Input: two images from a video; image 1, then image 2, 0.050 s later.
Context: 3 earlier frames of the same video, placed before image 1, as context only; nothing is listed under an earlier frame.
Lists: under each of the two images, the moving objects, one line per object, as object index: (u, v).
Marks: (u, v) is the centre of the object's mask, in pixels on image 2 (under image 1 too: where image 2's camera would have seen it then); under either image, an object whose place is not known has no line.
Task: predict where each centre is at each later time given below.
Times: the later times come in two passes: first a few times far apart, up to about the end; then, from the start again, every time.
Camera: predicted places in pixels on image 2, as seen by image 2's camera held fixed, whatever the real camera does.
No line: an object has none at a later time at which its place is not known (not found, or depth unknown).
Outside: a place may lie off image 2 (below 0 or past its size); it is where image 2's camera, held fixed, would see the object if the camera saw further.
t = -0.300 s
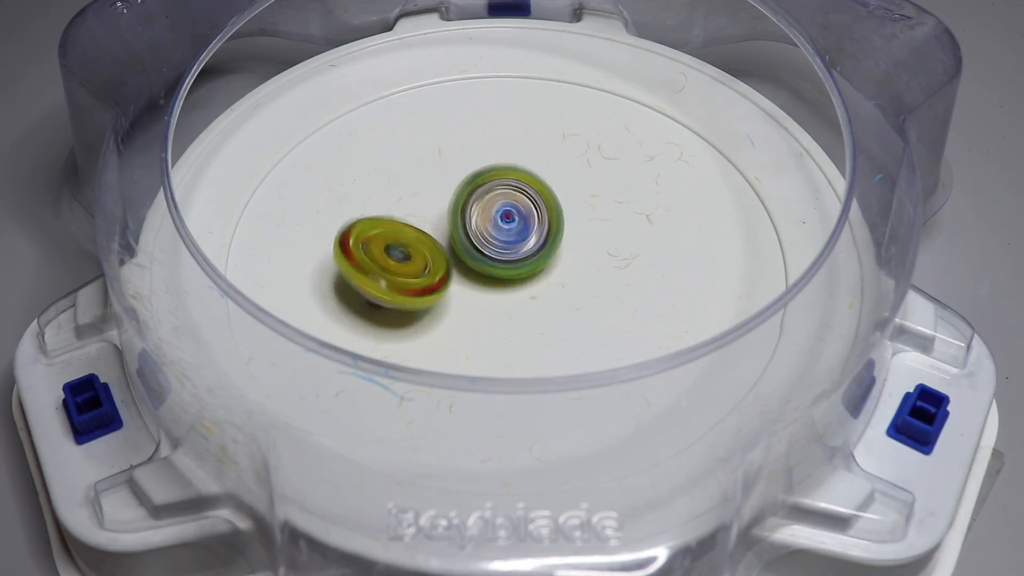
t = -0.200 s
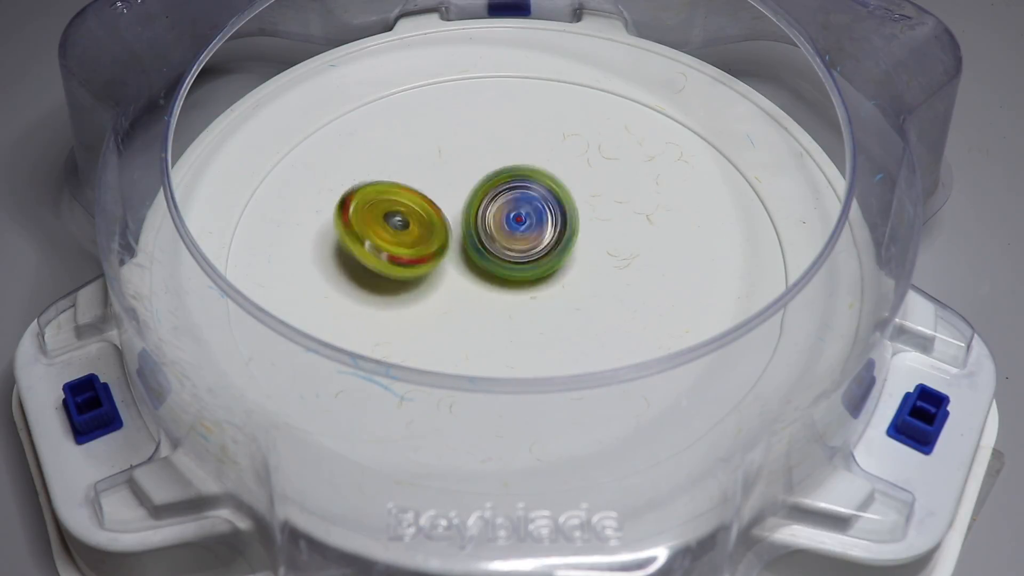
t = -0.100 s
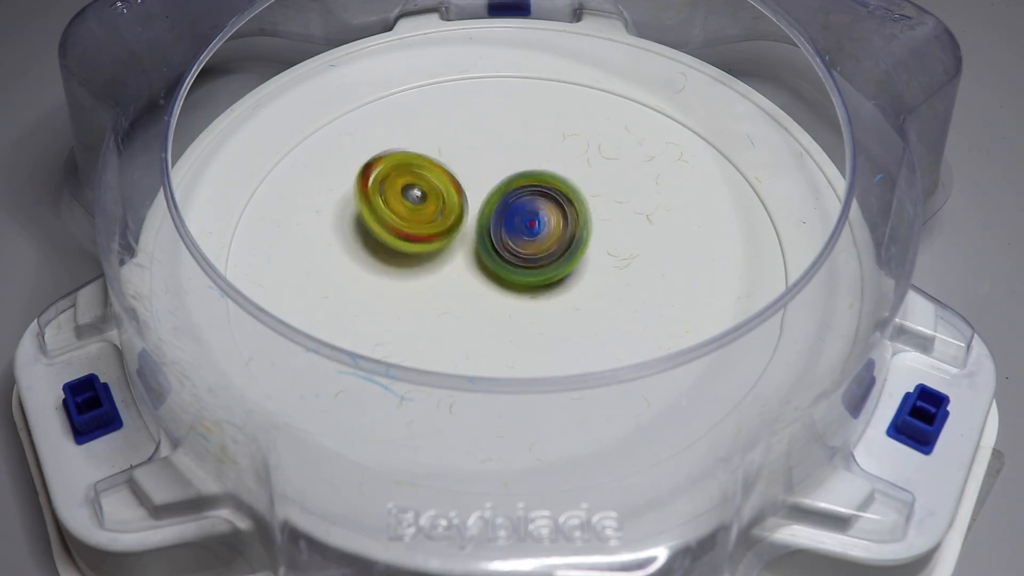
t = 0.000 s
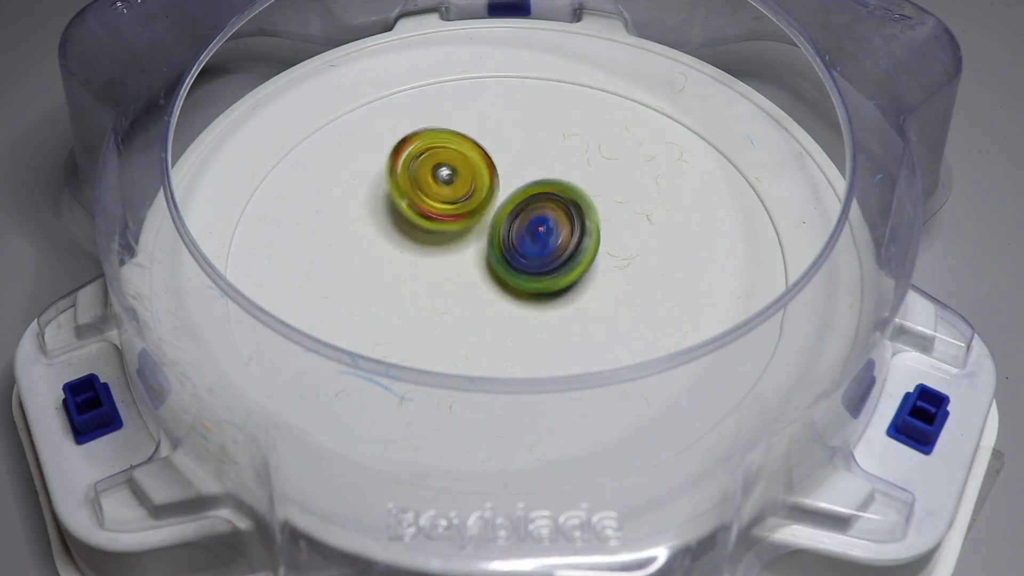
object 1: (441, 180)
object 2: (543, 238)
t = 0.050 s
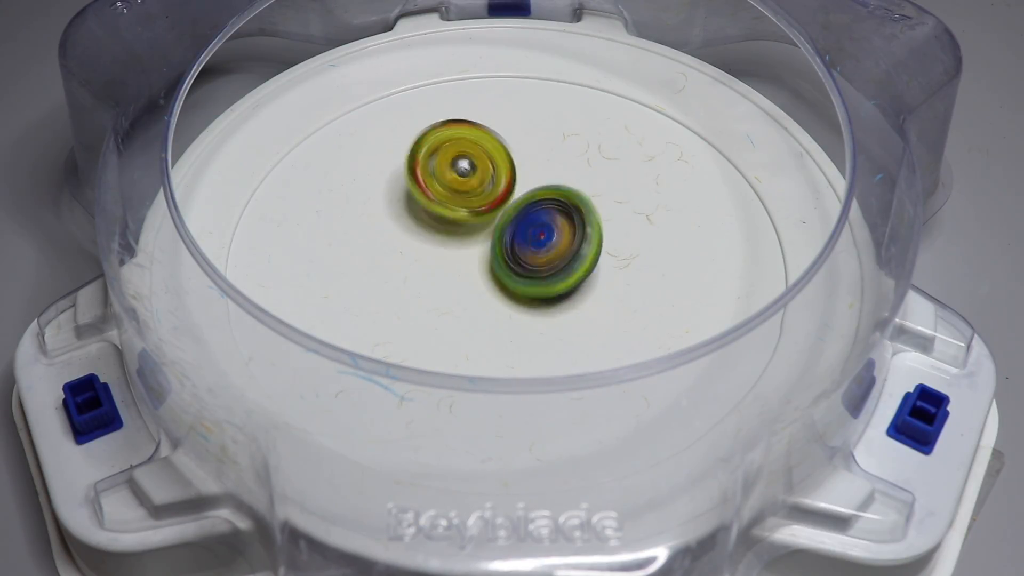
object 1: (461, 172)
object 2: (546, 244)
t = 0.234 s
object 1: (538, 167)
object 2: (547, 267)
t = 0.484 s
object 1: (616, 214)
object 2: (509, 296)
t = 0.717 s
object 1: (597, 290)
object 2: (473, 304)
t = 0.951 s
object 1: (518, 325)
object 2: (411, 284)
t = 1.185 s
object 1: (495, 343)
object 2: (381, 193)
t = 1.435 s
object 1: (520, 327)
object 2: (457, 174)
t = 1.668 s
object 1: (555, 291)
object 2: (504, 199)
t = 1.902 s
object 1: (542, 322)
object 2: (500, 203)
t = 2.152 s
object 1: (467, 301)
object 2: (498, 206)
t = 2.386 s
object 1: (444, 258)
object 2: (527, 198)
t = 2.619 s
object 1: (451, 248)
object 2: (565, 211)
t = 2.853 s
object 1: (463, 265)
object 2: (558, 244)
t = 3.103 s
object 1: (419, 259)
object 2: (557, 278)
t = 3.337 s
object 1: (433, 249)
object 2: (532, 288)
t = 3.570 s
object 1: (427, 226)
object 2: (531, 285)
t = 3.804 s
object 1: (433, 231)
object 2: (517, 294)
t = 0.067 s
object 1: (467, 172)
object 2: (547, 247)
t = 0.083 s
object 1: (473, 169)
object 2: (548, 249)
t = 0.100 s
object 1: (481, 167)
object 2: (548, 251)
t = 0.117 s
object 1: (488, 166)
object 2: (549, 253)
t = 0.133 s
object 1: (495, 165)
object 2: (549, 255)
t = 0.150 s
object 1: (502, 165)
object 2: (549, 257)
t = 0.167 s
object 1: (510, 164)
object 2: (549, 259)
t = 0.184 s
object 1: (517, 165)
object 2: (549, 261)
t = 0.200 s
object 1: (523, 165)
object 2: (548, 263)
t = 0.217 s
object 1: (531, 165)
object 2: (548, 265)
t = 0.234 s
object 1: (538, 167)
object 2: (547, 267)
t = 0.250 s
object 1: (545, 169)
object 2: (546, 270)
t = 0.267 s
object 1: (553, 170)
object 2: (545, 271)
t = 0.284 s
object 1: (559, 173)
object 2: (543, 274)
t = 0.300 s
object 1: (566, 174)
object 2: (542, 276)
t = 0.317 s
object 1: (573, 176)
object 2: (540, 278)
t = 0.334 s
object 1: (578, 180)
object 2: (537, 280)
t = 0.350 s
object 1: (586, 182)
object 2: (535, 282)
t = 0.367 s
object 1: (590, 185)
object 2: (532, 285)
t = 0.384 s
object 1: (595, 188)
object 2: (529, 287)
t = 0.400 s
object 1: (598, 192)
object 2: (526, 289)
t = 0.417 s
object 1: (603, 196)
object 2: (523, 290)
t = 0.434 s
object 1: (608, 202)
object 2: (520, 292)
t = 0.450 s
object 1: (610, 205)
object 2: (516, 294)
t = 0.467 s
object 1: (613, 209)
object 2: (513, 294)
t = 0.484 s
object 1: (616, 214)
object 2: (509, 296)
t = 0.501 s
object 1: (616, 219)
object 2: (506, 297)
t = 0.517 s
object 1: (619, 224)
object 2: (502, 299)
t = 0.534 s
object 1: (619, 229)
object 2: (499, 300)
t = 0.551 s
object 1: (621, 234)
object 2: (496, 301)
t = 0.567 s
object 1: (620, 241)
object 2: (492, 302)
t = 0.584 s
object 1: (619, 245)
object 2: (488, 303)
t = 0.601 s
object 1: (620, 251)
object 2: (487, 302)
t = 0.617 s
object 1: (617, 257)
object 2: (485, 302)
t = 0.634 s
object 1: (615, 262)
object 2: (482, 302)
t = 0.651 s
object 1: (612, 269)
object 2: (479, 303)
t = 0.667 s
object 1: (609, 273)
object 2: (477, 303)
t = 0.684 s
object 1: (606, 279)
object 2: (476, 303)
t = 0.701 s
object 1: (601, 285)
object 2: (475, 304)
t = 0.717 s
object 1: (597, 290)
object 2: (473, 304)
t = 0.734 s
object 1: (594, 295)
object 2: (468, 304)
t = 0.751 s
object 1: (592, 299)
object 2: (460, 301)
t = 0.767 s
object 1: (589, 304)
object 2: (455, 301)
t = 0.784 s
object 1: (586, 308)
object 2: (449, 300)
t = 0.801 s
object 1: (581, 312)
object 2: (443, 295)
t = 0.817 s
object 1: (575, 314)
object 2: (436, 294)
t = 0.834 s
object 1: (569, 317)
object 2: (430, 293)
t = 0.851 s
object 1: (563, 320)
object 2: (426, 292)
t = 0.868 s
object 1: (556, 321)
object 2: (422, 291)
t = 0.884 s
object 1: (549, 322)
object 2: (418, 290)
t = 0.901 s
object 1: (541, 323)
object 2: (416, 288)
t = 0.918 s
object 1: (534, 325)
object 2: (414, 287)
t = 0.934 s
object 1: (528, 325)
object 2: (412, 284)
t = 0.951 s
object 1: (518, 325)
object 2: (411, 284)
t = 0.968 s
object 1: (512, 324)
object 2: (410, 282)
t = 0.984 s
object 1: (507, 326)
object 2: (408, 280)
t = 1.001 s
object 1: (501, 325)
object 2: (405, 274)
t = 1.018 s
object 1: (497, 325)
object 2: (403, 272)
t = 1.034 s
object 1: (493, 324)
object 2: (402, 269)
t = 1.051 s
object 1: (488, 323)
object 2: (400, 265)
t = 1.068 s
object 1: (482, 320)
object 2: (399, 262)
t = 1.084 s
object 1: (480, 323)
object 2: (397, 259)
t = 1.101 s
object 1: (481, 329)
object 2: (393, 248)
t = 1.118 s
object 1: (483, 335)
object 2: (389, 233)
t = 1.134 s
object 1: (488, 337)
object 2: (387, 225)
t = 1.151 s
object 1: (491, 339)
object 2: (383, 212)
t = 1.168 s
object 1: (494, 341)
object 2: (384, 205)
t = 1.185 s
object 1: (495, 343)
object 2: (381, 193)
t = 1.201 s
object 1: (498, 343)
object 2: (382, 187)
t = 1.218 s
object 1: (498, 343)
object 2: (382, 180)
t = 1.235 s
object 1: (499, 344)
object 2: (386, 177)
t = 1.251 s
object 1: (502, 343)
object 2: (388, 171)
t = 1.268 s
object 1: (502, 343)
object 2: (394, 168)
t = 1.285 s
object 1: (504, 342)
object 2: (398, 165)
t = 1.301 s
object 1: (505, 341)
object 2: (402, 165)
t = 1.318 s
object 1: (507, 341)
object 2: (409, 163)
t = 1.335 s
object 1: (510, 339)
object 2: (415, 164)
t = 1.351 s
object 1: (511, 338)
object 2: (424, 165)
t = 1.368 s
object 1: (513, 337)
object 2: (429, 164)
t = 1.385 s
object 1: (514, 334)
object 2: (436, 168)
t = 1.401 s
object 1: (516, 333)
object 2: (443, 169)
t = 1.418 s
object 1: (519, 330)
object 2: (449, 171)
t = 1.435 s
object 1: (520, 327)
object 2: (457, 174)
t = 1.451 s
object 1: (523, 323)
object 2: (463, 177)
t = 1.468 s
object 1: (525, 318)
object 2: (469, 178)
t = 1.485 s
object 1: (527, 312)
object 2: (475, 182)
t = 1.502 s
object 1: (531, 306)
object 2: (480, 187)
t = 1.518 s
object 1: (534, 300)
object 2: (486, 191)
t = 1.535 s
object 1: (537, 294)
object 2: (492, 193)
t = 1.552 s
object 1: (540, 287)
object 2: (496, 196)
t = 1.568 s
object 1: (543, 282)
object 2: (498, 197)
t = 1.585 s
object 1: (547, 279)
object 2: (500, 198)
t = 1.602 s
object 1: (549, 277)
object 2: (501, 198)
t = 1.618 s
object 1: (551, 276)
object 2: (501, 199)
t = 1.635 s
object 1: (553, 277)
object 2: (501, 200)
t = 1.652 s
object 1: (555, 285)
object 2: (502, 200)
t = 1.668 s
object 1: (555, 291)
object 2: (504, 199)
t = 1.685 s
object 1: (556, 294)
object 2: (505, 199)
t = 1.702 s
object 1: (556, 295)
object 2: (505, 198)
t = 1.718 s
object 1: (556, 296)
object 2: (505, 197)
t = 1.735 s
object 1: (560, 295)
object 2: (505, 198)
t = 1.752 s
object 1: (562, 296)
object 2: (505, 198)
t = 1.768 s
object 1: (565, 298)
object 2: (505, 199)
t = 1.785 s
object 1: (564, 300)
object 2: (504, 199)
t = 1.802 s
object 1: (564, 304)
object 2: (503, 201)
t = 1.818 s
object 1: (561, 307)
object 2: (502, 202)
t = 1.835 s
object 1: (560, 310)
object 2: (502, 202)
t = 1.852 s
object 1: (556, 313)
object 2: (501, 202)
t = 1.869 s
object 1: (553, 317)
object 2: (500, 203)
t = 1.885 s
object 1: (547, 320)
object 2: (500, 203)
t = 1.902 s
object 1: (542, 322)
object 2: (500, 203)
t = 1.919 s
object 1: (536, 324)
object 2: (499, 204)
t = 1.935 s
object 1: (532, 325)
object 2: (500, 204)
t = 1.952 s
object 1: (526, 326)
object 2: (499, 204)
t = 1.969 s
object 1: (522, 326)
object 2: (499, 204)
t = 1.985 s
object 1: (515, 326)
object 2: (498, 204)
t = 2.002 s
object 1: (510, 326)
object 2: (499, 204)
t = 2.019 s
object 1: (503, 325)
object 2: (499, 204)
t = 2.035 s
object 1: (499, 324)
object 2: (498, 205)
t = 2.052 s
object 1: (494, 322)
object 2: (498, 205)
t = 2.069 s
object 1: (490, 319)
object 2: (499, 205)
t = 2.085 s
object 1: (485, 317)
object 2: (499, 205)
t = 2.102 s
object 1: (479, 312)
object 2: (498, 206)
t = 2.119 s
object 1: (473, 309)
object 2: (498, 206)
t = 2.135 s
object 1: (469, 305)
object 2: (499, 206)
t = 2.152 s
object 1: (467, 301)
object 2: (498, 206)
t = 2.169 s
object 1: (465, 296)
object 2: (498, 206)
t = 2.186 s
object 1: (464, 293)
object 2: (498, 206)
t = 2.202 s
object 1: (463, 288)
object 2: (498, 208)
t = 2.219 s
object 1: (462, 285)
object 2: (498, 206)
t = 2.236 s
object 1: (457, 281)
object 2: (499, 205)
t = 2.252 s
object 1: (452, 279)
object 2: (504, 200)
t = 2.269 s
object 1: (447, 277)
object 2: (509, 198)
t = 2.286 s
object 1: (444, 275)
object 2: (513, 196)
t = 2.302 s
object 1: (441, 273)
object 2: (517, 194)
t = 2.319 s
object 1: (439, 269)
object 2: (521, 193)
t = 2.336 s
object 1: (438, 266)
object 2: (523, 193)
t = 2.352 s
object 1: (439, 263)
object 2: (526, 195)
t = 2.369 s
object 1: (442, 260)
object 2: (526, 197)
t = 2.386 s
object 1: (444, 258)
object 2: (527, 198)
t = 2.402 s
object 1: (443, 257)
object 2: (531, 199)
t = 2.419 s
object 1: (441, 255)
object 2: (533, 199)
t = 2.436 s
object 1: (440, 253)
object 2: (534, 199)
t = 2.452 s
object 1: (440, 251)
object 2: (536, 201)
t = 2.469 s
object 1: (442, 250)
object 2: (537, 200)
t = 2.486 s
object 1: (444, 250)
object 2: (540, 204)
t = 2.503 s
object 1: (446, 250)
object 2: (542, 202)
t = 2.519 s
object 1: (446, 252)
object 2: (546, 202)
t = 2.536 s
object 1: (445, 253)
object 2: (551, 206)
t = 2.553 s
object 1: (445, 252)
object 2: (552, 203)
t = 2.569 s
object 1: (446, 251)
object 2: (557, 205)
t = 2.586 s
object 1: (448, 250)
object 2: (561, 209)
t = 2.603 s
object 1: (449, 249)
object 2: (562, 209)
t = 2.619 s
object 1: (451, 248)
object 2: (565, 211)
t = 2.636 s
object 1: (454, 248)
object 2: (565, 215)
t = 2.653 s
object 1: (457, 248)
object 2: (566, 220)
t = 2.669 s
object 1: (459, 249)
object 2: (565, 221)
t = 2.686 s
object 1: (461, 251)
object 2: (565, 224)
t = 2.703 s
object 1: (461, 254)
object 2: (563, 227)
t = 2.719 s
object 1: (461, 256)
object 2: (562, 228)
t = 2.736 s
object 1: (460, 258)
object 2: (561, 230)
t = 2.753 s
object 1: (458, 260)
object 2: (560, 232)
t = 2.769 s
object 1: (458, 262)
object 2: (559, 236)
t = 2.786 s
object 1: (458, 262)
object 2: (557, 236)
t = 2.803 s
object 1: (460, 263)
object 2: (558, 237)
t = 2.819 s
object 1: (462, 263)
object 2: (557, 240)
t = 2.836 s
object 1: (465, 263)
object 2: (556, 242)
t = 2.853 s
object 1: (463, 265)
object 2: (558, 244)
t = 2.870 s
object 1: (460, 266)
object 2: (556, 248)
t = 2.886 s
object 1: (459, 265)
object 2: (555, 249)
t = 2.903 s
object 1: (458, 266)
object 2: (555, 252)
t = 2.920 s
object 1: (455, 267)
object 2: (556, 254)
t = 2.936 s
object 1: (455, 268)
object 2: (557, 256)
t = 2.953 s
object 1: (451, 267)
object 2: (558, 259)
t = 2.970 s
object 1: (445, 266)
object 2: (560, 261)
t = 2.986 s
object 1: (441, 265)
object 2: (563, 264)
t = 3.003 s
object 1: (437, 262)
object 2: (563, 267)
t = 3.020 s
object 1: (433, 262)
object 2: (563, 268)
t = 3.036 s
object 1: (429, 263)
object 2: (563, 270)
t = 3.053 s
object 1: (427, 262)
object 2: (562, 273)
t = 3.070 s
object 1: (424, 260)
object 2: (562, 274)
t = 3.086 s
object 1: (421, 260)
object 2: (560, 276)
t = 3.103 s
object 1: (419, 259)
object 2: (557, 278)
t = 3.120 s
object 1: (419, 260)
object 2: (556, 278)
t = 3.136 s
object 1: (420, 260)
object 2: (555, 280)
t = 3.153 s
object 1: (419, 257)
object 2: (552, 282)
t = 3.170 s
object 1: (419, 256)
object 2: (550, 281)
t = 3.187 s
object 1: (419, 256)
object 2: (548, 281)
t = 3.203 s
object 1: (420, 256)
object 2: (546, 283)
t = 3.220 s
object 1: (422, 256)
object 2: (544, 284)
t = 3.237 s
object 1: (424, 256)
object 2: (542, 285)
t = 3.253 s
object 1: (425, 255)
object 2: (540, 285)
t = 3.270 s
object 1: (427, 253)
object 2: (537, 286)
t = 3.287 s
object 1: (429, 252)
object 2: (534, 286)
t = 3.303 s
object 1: (431, 251)
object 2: (533, 286)
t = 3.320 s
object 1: (432, 250)
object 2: (533, 286)
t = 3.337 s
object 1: (433, 249)
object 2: (532, 288)
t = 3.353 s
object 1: (434, 248)
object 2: (533, 284)
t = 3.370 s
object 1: (434, 247)
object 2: (532, 285)
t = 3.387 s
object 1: (434, 245)
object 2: (532, 285)
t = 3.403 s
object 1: (435, 244)
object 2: (533, 286)
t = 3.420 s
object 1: (435, 242)
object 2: (533, 285)
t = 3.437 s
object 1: (435, 240)
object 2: (533, 285)
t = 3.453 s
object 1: (434, 238)
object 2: (532, 285)
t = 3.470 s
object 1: (434, 237)
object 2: (532, 285)
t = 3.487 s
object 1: (433, 235)
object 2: (532, 286)
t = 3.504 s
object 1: (432, 234)
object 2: (532, 286)
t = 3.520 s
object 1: (431, 232)
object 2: (532, 286)
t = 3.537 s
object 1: (429, 228)
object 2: (532, 286)
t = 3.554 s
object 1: (428, 226)
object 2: (531, 285)
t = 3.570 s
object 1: (427, 226)
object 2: (531, 285)
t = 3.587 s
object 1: (426, 226)
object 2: (530, 286)
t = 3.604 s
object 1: (426, 226)
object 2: (528, 286)
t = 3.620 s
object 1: (427, 226)
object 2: (527, 286)
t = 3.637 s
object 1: (429, 228)
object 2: (525, 287)
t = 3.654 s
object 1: (431, 230)
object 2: (523, 288)
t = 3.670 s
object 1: (432, 231)
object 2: (521, 288)
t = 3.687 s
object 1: (433, 231)
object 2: (520, 290)
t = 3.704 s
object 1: (433, 232)
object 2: (520, 291)
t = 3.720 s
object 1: (433, 232)
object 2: (519, 292)
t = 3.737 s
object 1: (433, 232)
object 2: (518, 293)
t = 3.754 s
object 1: (433, 231)
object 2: (518, 292)
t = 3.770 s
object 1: (433, 232)
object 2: (518, 293)
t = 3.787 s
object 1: (433, 232)
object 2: (517, 293)
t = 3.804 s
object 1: (433, 231)
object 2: (517, 294)
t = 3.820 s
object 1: (433, 232)
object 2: (516, 294)
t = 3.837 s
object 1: (433, 232)
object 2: (516, 295)
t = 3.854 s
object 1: (433, 232)
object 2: (516, 295)
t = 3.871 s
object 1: (433, 231)
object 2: (516, 295)
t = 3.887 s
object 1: (433, 232)
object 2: (516, 295)
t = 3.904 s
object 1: (433, 232)
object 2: (516, 295)
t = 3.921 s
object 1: (433, 231)
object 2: (516, 295)
